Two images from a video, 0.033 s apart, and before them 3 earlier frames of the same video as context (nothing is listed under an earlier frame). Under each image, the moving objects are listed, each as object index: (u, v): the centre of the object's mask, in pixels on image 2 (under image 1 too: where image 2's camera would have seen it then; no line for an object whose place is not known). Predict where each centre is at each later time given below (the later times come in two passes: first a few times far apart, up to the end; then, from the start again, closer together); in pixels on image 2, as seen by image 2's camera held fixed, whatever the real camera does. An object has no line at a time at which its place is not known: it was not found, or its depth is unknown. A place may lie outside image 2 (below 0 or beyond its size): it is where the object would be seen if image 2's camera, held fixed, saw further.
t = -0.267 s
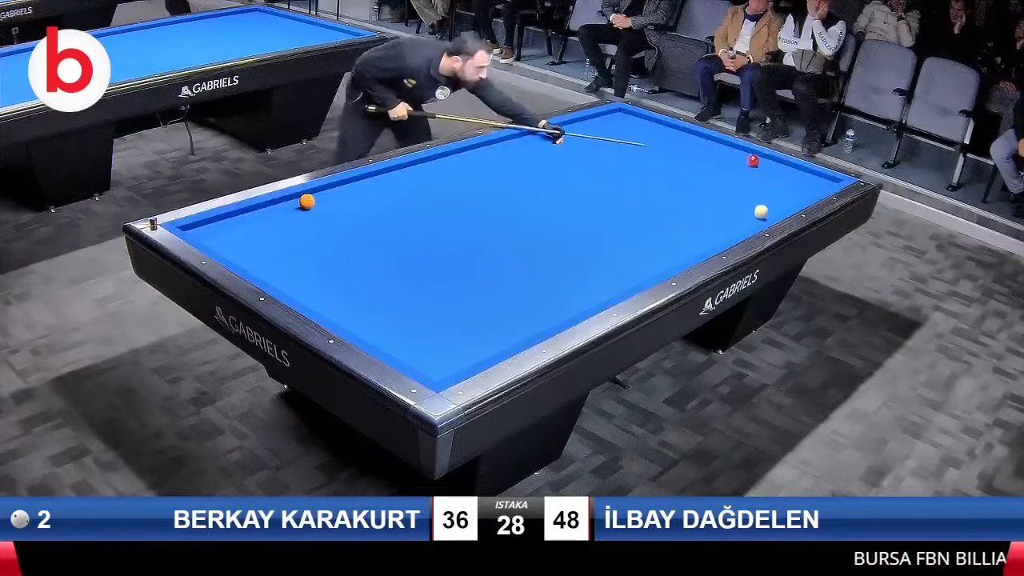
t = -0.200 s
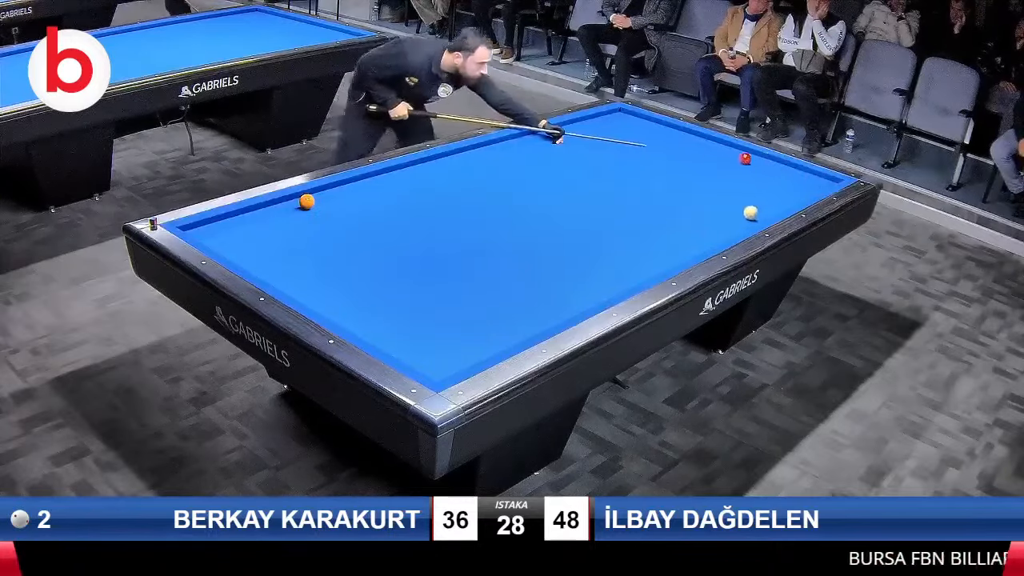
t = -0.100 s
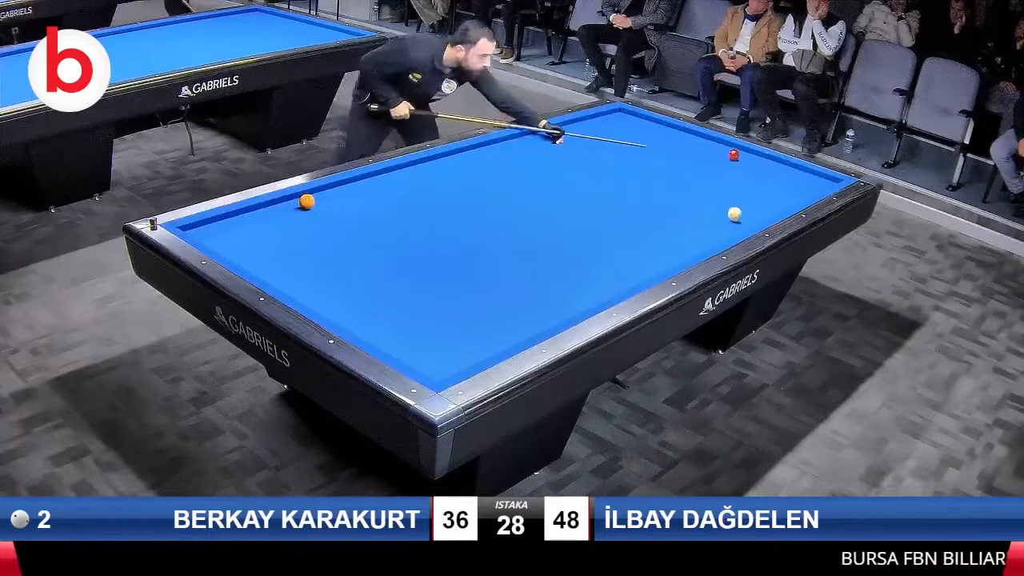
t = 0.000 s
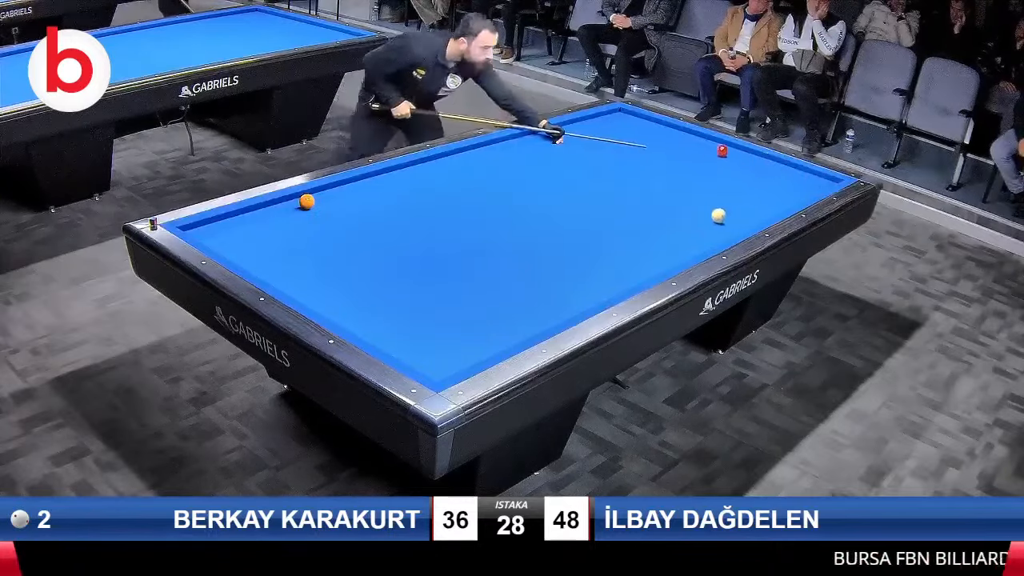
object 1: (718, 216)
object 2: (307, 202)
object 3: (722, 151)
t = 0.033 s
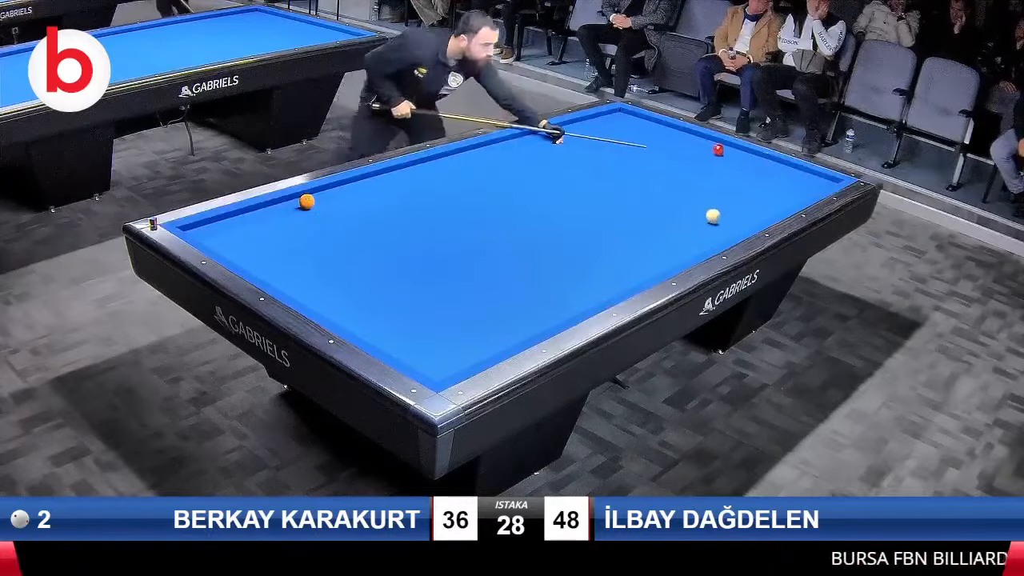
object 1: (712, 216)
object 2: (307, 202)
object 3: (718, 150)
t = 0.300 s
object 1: (667, 221)
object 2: (307, 202)
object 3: (689, 141)
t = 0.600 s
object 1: (614, 226)
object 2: (307, 202)
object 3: (657, 131)
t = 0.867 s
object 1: (565, 231)
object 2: (307, 201)
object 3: (629, 123)
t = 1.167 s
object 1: (507, 237)
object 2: (307, 202)
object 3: (601, 115)
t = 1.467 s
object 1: (447, 243)
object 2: (307, 201)
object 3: (616, 120)
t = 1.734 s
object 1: (392, 249)
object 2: (307, 202)
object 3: (630, 124)
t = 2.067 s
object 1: (324, 256)
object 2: (307, 202)
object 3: (646, 130)
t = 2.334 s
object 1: (269, 262)
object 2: (307, 202)
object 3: (658, 135)
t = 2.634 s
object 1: (252, 252)
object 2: (307, 202)
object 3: (672, 139)
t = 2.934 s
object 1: (260, 235)
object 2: (307, 202)
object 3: (685, 144)
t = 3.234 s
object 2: (307, 202)
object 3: (698, 149)
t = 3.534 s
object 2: (307, 201)
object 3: (710, 153)
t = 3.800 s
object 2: (310, 201)
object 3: (720, 157)
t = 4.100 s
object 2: (328, 201)
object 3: (732, 161)
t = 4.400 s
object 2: (343, 201)
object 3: (742, 165)
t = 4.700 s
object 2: (358, 201)
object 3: (752, 169)
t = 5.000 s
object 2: (372, 201)
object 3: (762, 173)
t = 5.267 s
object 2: (384, 201)
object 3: (770, 176)
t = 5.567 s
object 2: (396, 201)
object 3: (777, 179)
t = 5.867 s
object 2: (407, 201)
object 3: (785, 182)
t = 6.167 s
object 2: (417, 201)
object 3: (791, 185)
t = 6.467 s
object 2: (425, 201)
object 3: (797, 187)
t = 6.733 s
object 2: (432, 201)
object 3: (801, 189)
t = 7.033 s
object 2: (440, 201)
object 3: (806, 190)
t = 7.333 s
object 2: (445, 201)
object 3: (809, 191)
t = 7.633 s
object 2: (450, 201)
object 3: (811, 191)
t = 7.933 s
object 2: (454, 201)
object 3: (810, 191)
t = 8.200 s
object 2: (457, 201)
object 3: (810, 191)
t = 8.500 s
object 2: (459, 201)
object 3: (810, 191)
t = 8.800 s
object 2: (460, 201)
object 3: (810, 191)
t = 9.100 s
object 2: (460, 201)
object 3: (810, 191)
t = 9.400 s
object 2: (460, 201)
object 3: (810, 191)
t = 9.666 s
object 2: (460, 201)
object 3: (810, 191)
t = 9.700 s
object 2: (460, 201)
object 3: (810, 191)
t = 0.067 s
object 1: (707, 217)
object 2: (307, 202)
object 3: (714, 148)
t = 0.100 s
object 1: (701, 217)
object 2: (307, 201)
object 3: (711, 147)
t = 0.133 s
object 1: (696, 218)
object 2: (307, 202)
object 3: (707, 146)
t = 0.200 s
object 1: (684, 219)
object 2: (307, 202)
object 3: (699, 144)
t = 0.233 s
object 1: (679, 220)
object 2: (307, 202)
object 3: (696, 143)
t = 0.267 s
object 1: (673, 220)
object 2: (306, 202)
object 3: (692, 142)
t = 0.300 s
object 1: (667, 221)
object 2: (307, 202)
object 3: (689, 141)
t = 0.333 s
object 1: (661, 221)
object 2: (306, 202)
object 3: (685, 139)
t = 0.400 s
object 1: (650, 222)
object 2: (307, 202)
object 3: (678, 137)
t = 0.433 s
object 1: (644, 223)
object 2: (307, 202)
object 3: (674, 136)
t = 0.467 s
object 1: (638, 223)
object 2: (307, 202)
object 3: (671, 135)
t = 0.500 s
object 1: (632, 224)
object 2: (307, 202)
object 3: (667, 134)
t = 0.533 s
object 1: (626, 225)
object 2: (307, 202)
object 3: (663, 133)
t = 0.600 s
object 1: (614, 226)
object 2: (307, 202)
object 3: (657, 131)
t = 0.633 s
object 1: (608, 226)
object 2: (307, 202)
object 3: (653, 130)
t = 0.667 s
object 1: (602, 227)
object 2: (307, 202)
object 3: (649, 129)
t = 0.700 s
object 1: (596, 228)
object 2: (307, 202)
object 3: (646, 128)
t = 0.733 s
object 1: (590, 228)
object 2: (307, 202)
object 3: (642, 127)
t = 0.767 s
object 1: (583, 229)
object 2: (307, 202)
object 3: (640, 126)
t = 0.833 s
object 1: (571, 230)
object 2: (307, 201)
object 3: (632, 124)
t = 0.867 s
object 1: (565, 231)
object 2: (307, 201)
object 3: (629, 123)
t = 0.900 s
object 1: (558, 232)
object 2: (307, 202)
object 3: (626, 122)
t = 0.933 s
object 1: (552, 232)
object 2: (307, 202)
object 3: (623, 121)
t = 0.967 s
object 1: (545, 233)
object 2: (307, 201)
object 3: (619, 120)
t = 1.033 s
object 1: (533, 234)
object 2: (307, 202)
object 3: (613, 118)
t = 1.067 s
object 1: (526, 235)
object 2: (307, 202)
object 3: (609, 117)
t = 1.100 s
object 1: (520, 235)
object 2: (307, 202)
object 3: (607, 116)
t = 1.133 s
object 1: (513, 236)
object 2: (307, 202)
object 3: (604, 115)
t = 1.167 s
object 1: (507, 237)
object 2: (307, 202)
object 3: (601, 115)
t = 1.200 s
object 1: (500, 237)
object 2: (307, 202)
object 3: (602, 115)
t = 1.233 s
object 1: (493, 238)
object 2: (307, 201)
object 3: (604, 116)
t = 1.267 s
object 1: (487, 239)
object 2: (306, 202)
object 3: (606, 117)
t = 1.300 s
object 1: (481, 240)
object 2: (307, 201)
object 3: (608, 117)
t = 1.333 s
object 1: (474, 240)
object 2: (307, 201)
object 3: (610, 118)
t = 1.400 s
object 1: (460, 241)
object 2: (307, 201)
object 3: (613, 119)
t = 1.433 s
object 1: (454, 243)
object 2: (307, 201)
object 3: (615, 120)
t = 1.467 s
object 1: (447, 243)
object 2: (307, 201)
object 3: (616, 120)
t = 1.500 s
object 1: (440, 244)
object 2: (307, 201)
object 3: (618, 120)
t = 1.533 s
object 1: (433, 245)
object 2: (307, 201)
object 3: (620, 121)
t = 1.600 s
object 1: (420, 246)
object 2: (307, 201)
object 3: (623, 122)
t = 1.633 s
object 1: (413, 247)
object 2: (307, 201)
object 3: (625, 123)
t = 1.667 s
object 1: (406, 247)
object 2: (307, 202)
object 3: (626, 123)
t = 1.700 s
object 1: (399, 248)
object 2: (307, 202)
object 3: (628, 124)
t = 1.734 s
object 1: (392, 249)
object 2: (307, 202)
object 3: (630, 124)
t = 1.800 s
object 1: (379, 250)
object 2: (307, 201)
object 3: (633, 126)
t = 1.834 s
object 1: (372, 251)
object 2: (307, 202)
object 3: (634, 126)
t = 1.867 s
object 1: (365, 252)
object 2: (307, 202)
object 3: (636, 127)
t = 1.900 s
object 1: (358, 252)
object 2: (307, 202)
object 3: (638, 127)
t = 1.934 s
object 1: (351, 253)
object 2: (306, 202)
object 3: (639, 128)
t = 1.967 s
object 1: (344, 254)
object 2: (307, 202)
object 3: (641, 128)
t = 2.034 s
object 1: (331, 255)
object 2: (307, 202)
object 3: (644, 129)
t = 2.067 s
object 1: (324, 256)
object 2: (307, 202)
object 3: (646, 130)
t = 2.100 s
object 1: (317, 257)
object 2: (307, 202)
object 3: (647, 130)
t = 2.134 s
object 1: (310, 258)
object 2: (307, 202)
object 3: (649, 131)
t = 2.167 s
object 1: (303, 258)
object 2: (307, 202)
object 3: (650, 132)
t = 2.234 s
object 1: (289, 260)
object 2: (307, 202)
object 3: (654, 133)
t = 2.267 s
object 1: (282, 260)
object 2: (307, 202)
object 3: (655, 134)
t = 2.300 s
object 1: (275, 261)
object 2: (307, 202)
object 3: (657, 134)
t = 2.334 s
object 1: (269, 262)
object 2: (307, 202)
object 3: (658, 135)
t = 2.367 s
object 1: (262, 263)
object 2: (307, 202)
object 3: (660, 135)
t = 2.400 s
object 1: (255, 263)
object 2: (307, 202)
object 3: (661, 136)
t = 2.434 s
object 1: (248, 262)
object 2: (307, 202)
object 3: (663, 136)
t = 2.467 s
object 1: (246, 261)
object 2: (307, 202)
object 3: (664, 137)
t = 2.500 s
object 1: (247, 260)
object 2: (307, 202)
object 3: (666, 137)
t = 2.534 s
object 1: (249, 259)
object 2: (307, 202)
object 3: (668, 138)
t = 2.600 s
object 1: (251, 254)
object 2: (307, 202)
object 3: (671, 139)
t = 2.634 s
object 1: (252, 252)
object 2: (307, 202)
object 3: (672, 139)
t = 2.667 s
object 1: (253, 250)
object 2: (307, 202)
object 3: (674, 140)
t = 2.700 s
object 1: (254, 248)
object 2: (307, 202)
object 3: (675, 140)
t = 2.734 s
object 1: (254, 246)
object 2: (307, 202)
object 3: (677, 141)
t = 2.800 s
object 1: (256, 242)
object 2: (307, 202)
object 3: (679, 142)
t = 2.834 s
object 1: (257, 240)
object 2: (307, 202)
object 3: (681, 143)
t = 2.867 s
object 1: (258, 238)
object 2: (307, 202)
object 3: (682, 143)
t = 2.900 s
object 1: (259, 236)
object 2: (307, 202)
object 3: (684, 144)
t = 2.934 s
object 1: (260, 235)
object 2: (307, 202)
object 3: (685, 144)
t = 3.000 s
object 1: (262, 231)
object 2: (307, 202)
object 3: (688, 145)
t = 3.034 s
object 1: (263, 229)
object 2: (307, 202)
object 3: (690, 146)
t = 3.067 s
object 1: (264, 227)
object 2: (307, 202)
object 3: (691, 146)
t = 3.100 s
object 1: (265, 226)
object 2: (307, 202)
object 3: (692, 147)
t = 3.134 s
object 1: (265, 224)
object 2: (307, 202)
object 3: (694, 147)
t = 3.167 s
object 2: (307, 202)
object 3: (696, 148)
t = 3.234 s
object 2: (307, 202)
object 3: (698, 149)
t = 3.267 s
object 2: (307, 202)
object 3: (699, 149)
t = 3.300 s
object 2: (307, 202)
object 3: (701, 150)
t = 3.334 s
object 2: (307, 202)
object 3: (702, 150)
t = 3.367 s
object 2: (307, 202)
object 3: (703, 151)
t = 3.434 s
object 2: (306, 202)
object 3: (706, 152)
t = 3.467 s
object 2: (306, 202)
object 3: (707, 152)
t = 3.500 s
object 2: (307, 202)
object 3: (709, 153)
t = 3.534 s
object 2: (307, 201)
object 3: (710, 153)
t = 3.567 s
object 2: (307, 202)
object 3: (711, 154)
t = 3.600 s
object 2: (307, 202)
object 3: (713, 154)
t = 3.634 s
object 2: (307, 202)
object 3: (714, 155)
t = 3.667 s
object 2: (307, 202)
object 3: (715, 155)
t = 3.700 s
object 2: (307, 201)
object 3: (717, 156)
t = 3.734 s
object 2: (307, 201)
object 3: (718, 156)
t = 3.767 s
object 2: (308, 201)
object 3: (719, 156)
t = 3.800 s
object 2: (310, 201)
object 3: (720, 157)
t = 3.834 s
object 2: (313, 201)
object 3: (722, 158)
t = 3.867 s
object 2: (314, 201)
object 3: (723, 158)
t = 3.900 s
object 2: (317, 201)
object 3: (724, 159)
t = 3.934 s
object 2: (318, 201)
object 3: (726, 159)
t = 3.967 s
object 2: (320, 201)
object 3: (727, 160)
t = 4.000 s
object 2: (322, 201)
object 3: (728, 160)
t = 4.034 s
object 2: (324, 201)
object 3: (729, 161)
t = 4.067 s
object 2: (326, 201)
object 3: (731, 161)
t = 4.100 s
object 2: (328, 201)
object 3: (732, 161)
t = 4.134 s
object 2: (330, 201)
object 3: (733, 162)
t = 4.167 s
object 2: (331, 201)
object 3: (734, 162)
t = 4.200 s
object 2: (333, 201)
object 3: (736, 163)
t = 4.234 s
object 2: (335, 201)
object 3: (736, 163)
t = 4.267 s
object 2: (336, 201)
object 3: (737, 164)
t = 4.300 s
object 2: (338, 201)
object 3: (739, 164)
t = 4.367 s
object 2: (342, 201)
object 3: (741, 165)
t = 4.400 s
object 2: (343, 201)
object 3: (742, 165)
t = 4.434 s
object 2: (345, 201)
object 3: (743, 166)
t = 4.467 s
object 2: (347, 201)
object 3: (745, 166)
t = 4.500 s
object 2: (348, 201)
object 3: (746, 167)
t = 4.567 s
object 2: (352, 201)
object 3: (748, 168)
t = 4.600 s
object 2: (354, 201)
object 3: (749, 168)
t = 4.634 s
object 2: (355, 201)
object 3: (750, 168)
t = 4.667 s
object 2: (357, 201)
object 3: (751, 169)
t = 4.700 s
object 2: (358, 201)
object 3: (752, 169)
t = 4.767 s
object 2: (361, 201)
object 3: (754, 170)
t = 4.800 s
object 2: (363, 201)
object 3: (755, 170)
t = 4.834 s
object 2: (365, 201)
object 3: (756, 171)
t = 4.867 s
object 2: (366, 201)
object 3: (758, 171)
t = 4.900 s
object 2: (368, 201)
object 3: (758, 172)
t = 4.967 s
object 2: (371, 201)
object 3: (761, 172)
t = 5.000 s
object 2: (372, 201)
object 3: (762, 173)
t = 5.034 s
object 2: (374, 201)
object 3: (762, 173)
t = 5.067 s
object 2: (375, 201)
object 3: (763, 173)
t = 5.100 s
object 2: (376, 201)
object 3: (764, 174)
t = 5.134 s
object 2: (378, 201)
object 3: (766, 174)
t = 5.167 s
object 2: (380, 201)
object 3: (767, 175)
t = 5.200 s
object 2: (381, 201)
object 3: (768, 175)
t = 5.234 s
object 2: (382, 201)
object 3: (769, 176)
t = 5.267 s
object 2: (384, 201)
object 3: (770, 176)
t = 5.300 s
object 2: (385, 201)
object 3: (770, 176)
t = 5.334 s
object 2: (387, 201)
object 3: (771, 176)
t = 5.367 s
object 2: (388, 201)
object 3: (772, 177)
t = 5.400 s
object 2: (389, 201)
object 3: (773, 177)
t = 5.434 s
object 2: (391, 201)
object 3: (774, 178)
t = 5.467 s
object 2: (392, 201)
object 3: (774, 178)
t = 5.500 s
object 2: (393, 201)
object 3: (776, 178)
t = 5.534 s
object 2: (394, 201)
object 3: (776, 179)
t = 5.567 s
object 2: (396, 201)
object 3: (777, 179)
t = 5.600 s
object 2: (397, 201)
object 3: (778, 179)
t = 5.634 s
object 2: (398, 201)
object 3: (779, 179)
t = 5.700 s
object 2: (401, 201)
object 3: (781, 180)
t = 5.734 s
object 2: (402, 201)
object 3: (781, 181)
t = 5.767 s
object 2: (403, 201)
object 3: (782, 181)
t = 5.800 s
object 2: (405, 201)
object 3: (783, 181)
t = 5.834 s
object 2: (405, 201)
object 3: (784, 182)
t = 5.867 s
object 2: (407, 201)
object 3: (785, 182)
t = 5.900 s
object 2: (408, 201)
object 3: (785, 182)
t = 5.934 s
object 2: (409, 201)
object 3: (786, 182)
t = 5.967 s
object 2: (410, 201)
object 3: (787, 183)
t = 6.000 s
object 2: (411, 201)
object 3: (788, 183)
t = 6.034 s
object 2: (412, 201)
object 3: (788, 183)
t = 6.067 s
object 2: (413, 201)
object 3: (789, 184)
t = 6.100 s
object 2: (414, 201)
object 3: (790, 184)
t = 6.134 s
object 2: (415, 201)
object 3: (790, 184)
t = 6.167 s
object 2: (417, 201)
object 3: (791, 185)
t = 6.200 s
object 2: (418, 201)
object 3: (792, 185)
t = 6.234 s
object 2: (419, 201)
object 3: (793, 185)
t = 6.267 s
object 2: (420, 201)
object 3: (793, 185)
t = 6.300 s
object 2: (420, 201)
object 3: (794, 186)
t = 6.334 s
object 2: (422, 201)
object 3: (794, 186)
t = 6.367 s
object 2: (423, 201)
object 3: (795, 186)
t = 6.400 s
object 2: (423, 201)
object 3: (796, 186)
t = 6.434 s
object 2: (424, 201)
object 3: (796, 187)
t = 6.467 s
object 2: (425, 201)
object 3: (797, 187)
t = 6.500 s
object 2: (426, 201)
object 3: (798, 187)
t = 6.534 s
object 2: (427, 201)
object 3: (798, 187)
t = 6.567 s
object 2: (428, 201)
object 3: (799, 187)
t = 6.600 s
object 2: (429, 201)
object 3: (799, 188)
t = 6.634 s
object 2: (430, 201)
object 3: (800, 188)
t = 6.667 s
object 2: (431, 201)
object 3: (800, 188)
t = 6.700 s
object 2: (432, 201)
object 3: (801, 188)
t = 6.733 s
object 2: (432, 201)
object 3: (801, 189)
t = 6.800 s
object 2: (434, 201)
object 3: (802, 189)
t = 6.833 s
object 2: (435, 201)
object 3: (803, 189)
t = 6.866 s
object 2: (436, 201)
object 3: (803, 189)
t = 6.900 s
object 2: (437, 201)
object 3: (804, 190)
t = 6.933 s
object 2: (437, 201)
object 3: (804, 190)
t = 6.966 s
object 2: (438, 201)
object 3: (805, 190)
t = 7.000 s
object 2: (439, 201)
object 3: (806, 190)
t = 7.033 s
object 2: (440, 201)
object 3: (806, 190)
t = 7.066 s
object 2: (440, 201)
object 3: (806, 191)
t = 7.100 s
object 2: (441, 201)
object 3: (807, 191)
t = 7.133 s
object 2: (442, 201)
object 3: (807, 191)
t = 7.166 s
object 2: (443, 201)
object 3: (807, 191)
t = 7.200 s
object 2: (443, 201)
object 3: (808, 191)
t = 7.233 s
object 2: (444, 201)
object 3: (808, 191)
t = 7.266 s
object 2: (444, 201)
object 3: (809, 191)
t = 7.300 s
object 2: (445, 201)
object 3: (809, 191)
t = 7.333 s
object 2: (445, 201)
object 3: (809, 191)
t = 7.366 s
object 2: (446, 201)
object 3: (810, 191)
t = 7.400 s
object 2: (447, 201)
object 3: (810, 191)
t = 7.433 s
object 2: (447, 201)
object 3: (810, 191)
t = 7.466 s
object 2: (448, 201)
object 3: (811, 191)
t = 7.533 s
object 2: (449, 201)
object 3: (812, 191)
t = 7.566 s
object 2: (449, 201)
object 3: (812, 191)
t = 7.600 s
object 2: (450, 201)
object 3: (812, 191)
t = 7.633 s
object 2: (450, 201)
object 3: (811, 191)
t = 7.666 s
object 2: (451, 201)
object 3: (811, 191)
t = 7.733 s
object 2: (452, 201)
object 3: (811, 191)
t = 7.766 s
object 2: (452, 201)
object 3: (811, 191)
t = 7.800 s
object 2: (453, 201)
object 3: (811, 191)
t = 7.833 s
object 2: (453, 201)
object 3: (811, 191)
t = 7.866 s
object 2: (454, 201)
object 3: (811, 191)
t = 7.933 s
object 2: (454, 201)
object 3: (810, 191)
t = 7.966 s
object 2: (455, 201)
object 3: (810, 191)
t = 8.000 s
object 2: (455, 201)
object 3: (810, 191)
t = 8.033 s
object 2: (455, 201)
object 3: (810, 191)
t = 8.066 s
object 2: (456, 201)
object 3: (810, 191)
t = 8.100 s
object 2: (456, 201)
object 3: (810, 191)
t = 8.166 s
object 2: (457, 201)
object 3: (810, 191)
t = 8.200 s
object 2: (457, 201)
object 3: (810, 191)
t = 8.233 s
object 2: (457, 201)
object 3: (810, 191)
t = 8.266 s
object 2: (458, 201)
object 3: (810, 191)
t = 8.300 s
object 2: (458, 201)
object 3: (810, 191)
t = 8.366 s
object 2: (458, 201)
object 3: (810, 191)
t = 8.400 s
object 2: (458, 201)
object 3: (810, 191)
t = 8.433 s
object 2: (459, 201)
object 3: (810, 191)
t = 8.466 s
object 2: (459, 201)
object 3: (810, 191)
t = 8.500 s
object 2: (459, 201)
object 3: (810, 191)
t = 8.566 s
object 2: (459, 201)
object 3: (810, 191)
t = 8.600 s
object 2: (460, 201)
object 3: (810, 191)
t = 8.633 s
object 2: (460, 201)
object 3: (810, 191)
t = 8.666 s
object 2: (460, 201)
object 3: (810, 191)
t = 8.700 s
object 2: (460, 201)
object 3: (810, 191)
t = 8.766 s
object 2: (460, 201)
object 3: (810, 191)
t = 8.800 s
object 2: (460, 201)
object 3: (810, 191)
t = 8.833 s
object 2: (460, 201)
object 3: (810, 191)
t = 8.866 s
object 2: (460, 201)
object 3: (810, 191)
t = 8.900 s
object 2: (460, 201)
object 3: (810, 191)
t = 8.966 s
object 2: (460, 201)
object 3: (810, 191)
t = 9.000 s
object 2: (460, 201)
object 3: (810, 191)
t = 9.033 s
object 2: (460, 201)
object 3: (810, 191)
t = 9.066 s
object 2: (460, 201)
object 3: (810, 191)
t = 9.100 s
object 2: (460, 201)
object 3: (810, 191)
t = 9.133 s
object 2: (460, 201)
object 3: (810, 191)
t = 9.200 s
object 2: (460, 201)
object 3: (810, 191)
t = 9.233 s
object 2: (460, 201)
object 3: (810, 191)
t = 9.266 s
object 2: (460, 201)
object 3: (810, 191)
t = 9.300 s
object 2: (460, 201)
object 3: (810, 191)
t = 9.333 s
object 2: (460, 201)
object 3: (810, 191)
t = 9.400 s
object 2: (460, 201)
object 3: (810, 191)
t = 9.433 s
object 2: (460, 201)
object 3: (810, 191)
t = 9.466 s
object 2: (460, 201)
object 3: (810, 191)
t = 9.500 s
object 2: (460, 201)
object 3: (810, 191)
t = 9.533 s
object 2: (460, 201)
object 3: (810, 191)
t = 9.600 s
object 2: (460, 201)
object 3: (810, 191)
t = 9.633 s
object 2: (460, 201)
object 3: (810, 191)
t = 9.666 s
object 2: (460, 201)
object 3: (810, 191)
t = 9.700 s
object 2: (460, 201)
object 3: (810, 191)
